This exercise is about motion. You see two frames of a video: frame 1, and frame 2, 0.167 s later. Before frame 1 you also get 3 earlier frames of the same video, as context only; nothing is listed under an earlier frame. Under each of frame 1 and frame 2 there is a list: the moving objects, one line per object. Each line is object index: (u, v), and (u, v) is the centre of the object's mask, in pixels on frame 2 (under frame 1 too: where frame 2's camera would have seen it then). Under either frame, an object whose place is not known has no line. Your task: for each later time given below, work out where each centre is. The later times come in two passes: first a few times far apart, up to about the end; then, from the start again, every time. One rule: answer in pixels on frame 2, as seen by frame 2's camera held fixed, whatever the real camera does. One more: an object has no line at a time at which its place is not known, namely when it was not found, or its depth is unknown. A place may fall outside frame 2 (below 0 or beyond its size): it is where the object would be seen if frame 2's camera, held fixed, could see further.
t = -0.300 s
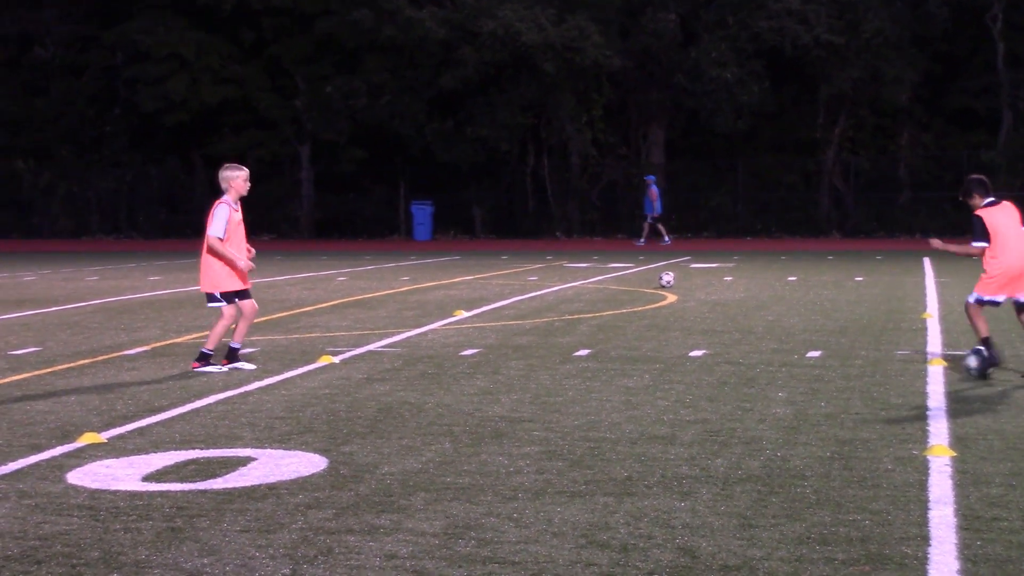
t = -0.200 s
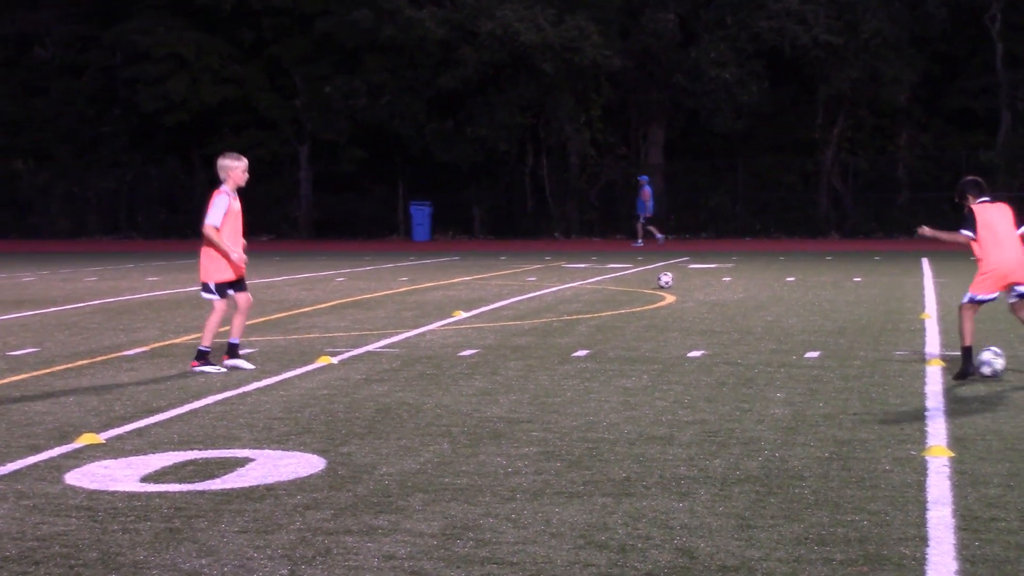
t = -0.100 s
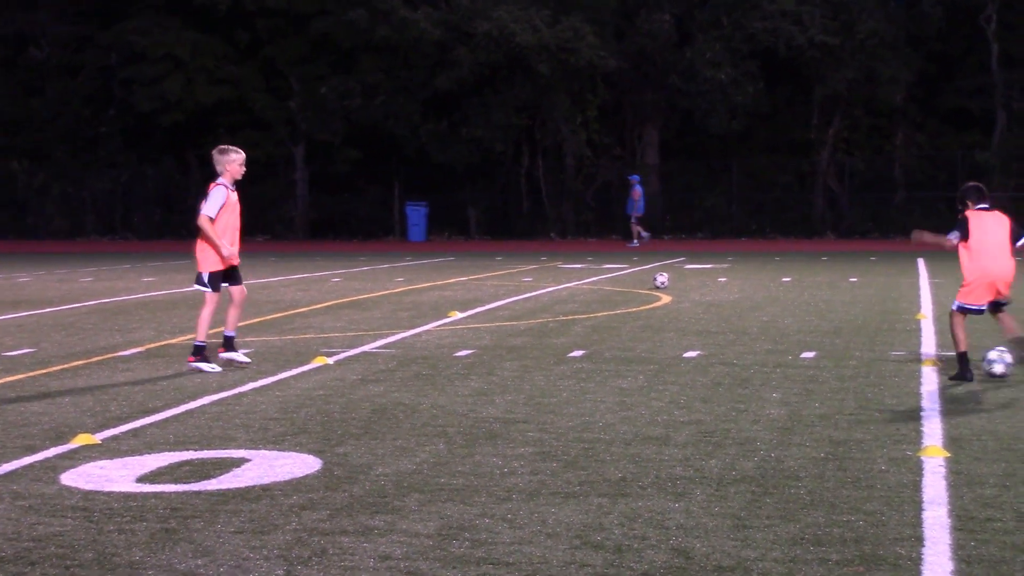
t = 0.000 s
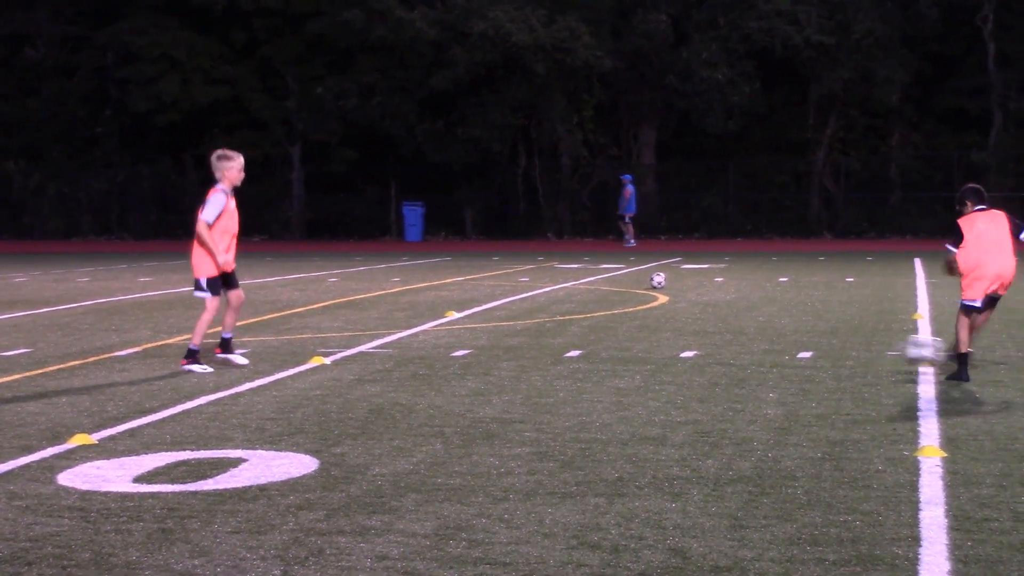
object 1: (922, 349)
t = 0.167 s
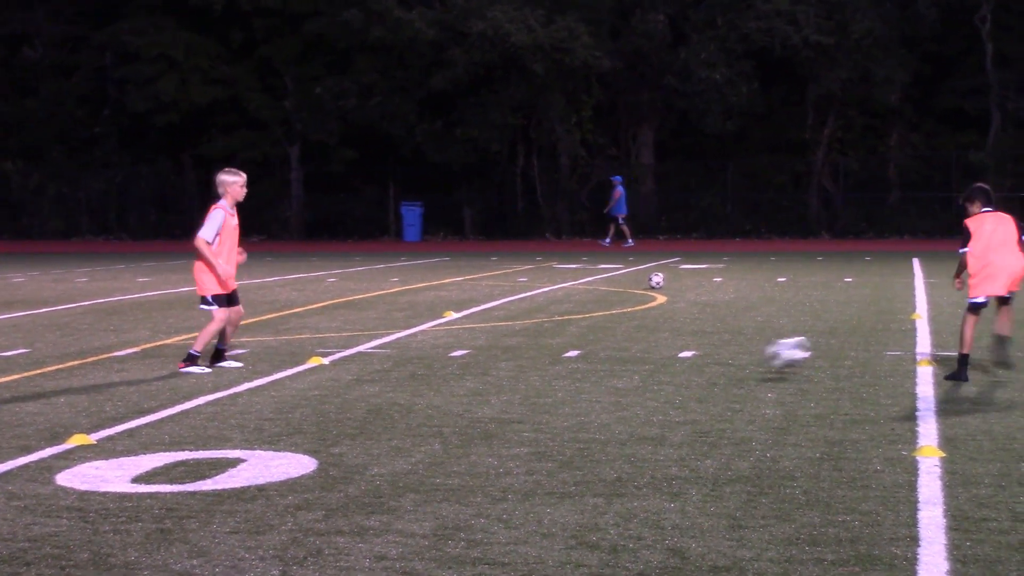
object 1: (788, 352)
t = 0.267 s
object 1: (715, 355)
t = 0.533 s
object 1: (559, 357)
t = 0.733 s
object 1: (443, 358)
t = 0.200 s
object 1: (762, 357)
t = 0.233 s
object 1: (737, 360)
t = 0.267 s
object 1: (715, 355)
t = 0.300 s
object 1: (696, 353)
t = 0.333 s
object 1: (677, 351)
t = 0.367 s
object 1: (658, 350)
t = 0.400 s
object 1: (637, 352)
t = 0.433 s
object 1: (617, 355)
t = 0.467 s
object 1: (598, 359)
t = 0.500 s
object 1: (578, 359)
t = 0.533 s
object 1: (559, 357)
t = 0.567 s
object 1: (538, 357)
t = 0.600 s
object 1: (519, 359)
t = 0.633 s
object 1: (500, 360)
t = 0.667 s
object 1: (482, 359)
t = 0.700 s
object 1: (463, 358)
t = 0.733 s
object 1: (443, 358)
